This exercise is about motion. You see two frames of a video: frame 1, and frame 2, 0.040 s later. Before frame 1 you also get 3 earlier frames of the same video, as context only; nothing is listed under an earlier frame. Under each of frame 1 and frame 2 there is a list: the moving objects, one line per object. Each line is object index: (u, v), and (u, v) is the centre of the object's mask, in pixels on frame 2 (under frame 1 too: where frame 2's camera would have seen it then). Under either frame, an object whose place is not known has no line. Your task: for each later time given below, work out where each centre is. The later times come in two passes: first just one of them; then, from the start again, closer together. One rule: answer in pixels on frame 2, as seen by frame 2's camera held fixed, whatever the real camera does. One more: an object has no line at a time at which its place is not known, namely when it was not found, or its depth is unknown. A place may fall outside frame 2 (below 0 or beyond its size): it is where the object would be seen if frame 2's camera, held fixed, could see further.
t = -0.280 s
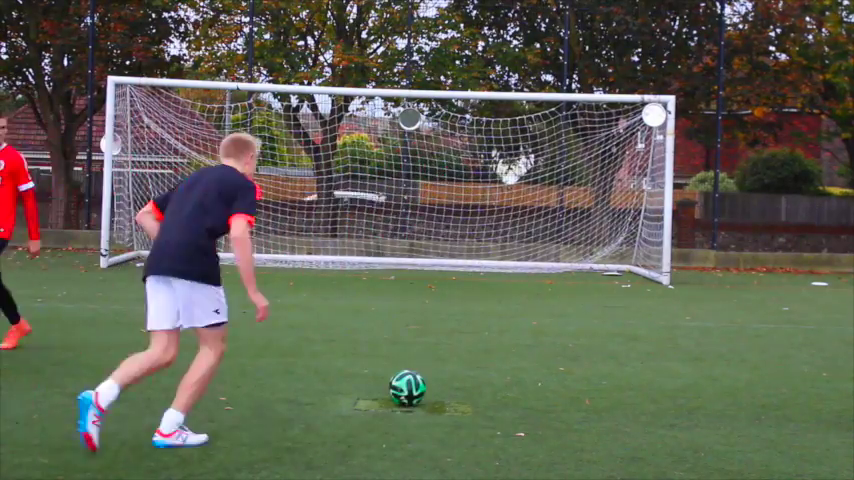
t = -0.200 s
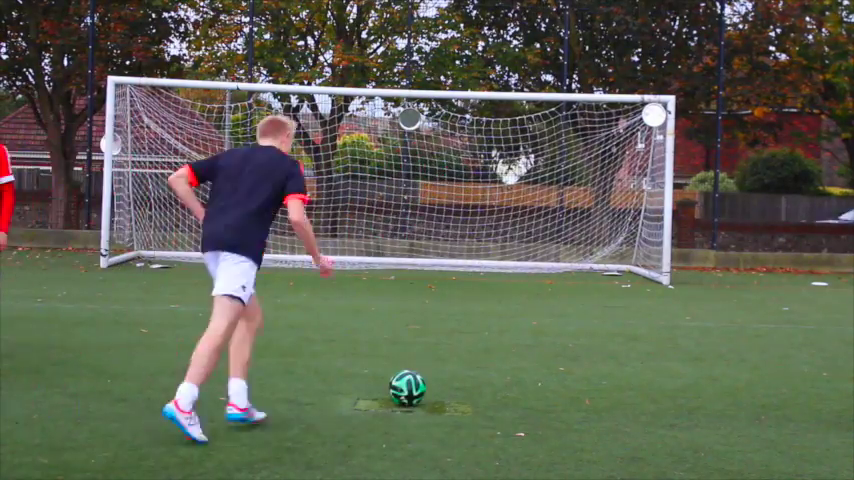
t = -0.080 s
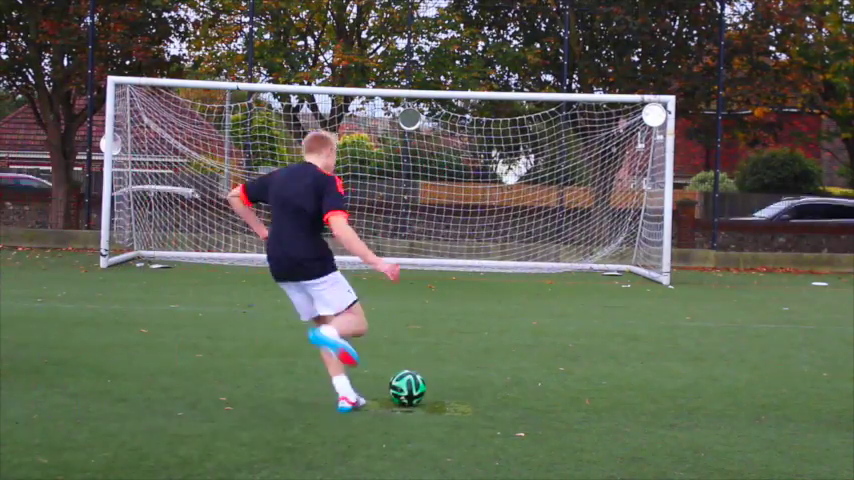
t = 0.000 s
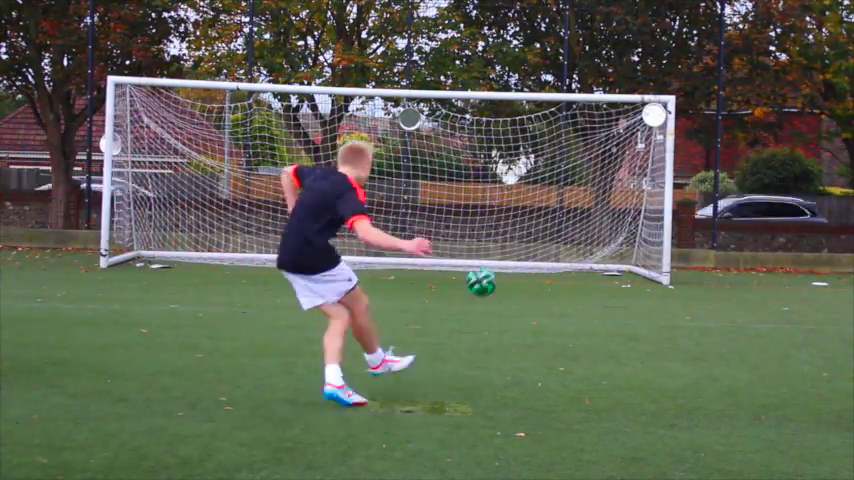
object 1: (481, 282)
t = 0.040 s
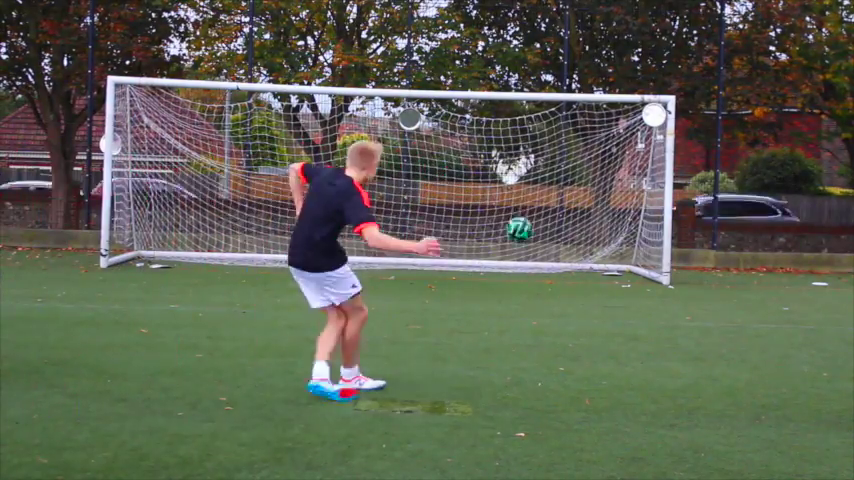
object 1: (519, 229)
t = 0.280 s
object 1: (590, 174)
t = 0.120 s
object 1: (562, 179)
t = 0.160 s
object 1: (574, 169)
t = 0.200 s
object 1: (582, 168)
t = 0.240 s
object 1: (587, 168)
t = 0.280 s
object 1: (590, 174)
